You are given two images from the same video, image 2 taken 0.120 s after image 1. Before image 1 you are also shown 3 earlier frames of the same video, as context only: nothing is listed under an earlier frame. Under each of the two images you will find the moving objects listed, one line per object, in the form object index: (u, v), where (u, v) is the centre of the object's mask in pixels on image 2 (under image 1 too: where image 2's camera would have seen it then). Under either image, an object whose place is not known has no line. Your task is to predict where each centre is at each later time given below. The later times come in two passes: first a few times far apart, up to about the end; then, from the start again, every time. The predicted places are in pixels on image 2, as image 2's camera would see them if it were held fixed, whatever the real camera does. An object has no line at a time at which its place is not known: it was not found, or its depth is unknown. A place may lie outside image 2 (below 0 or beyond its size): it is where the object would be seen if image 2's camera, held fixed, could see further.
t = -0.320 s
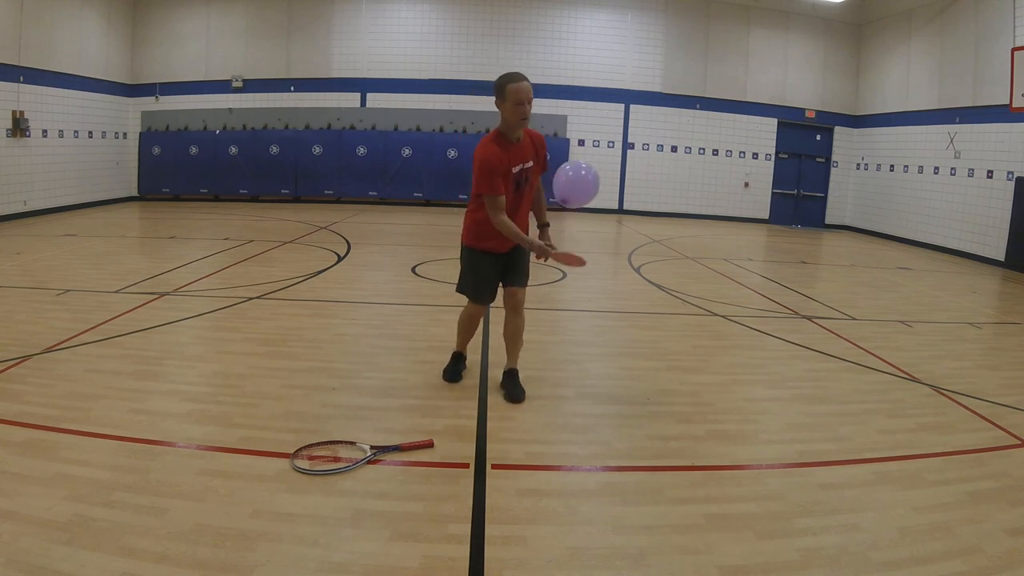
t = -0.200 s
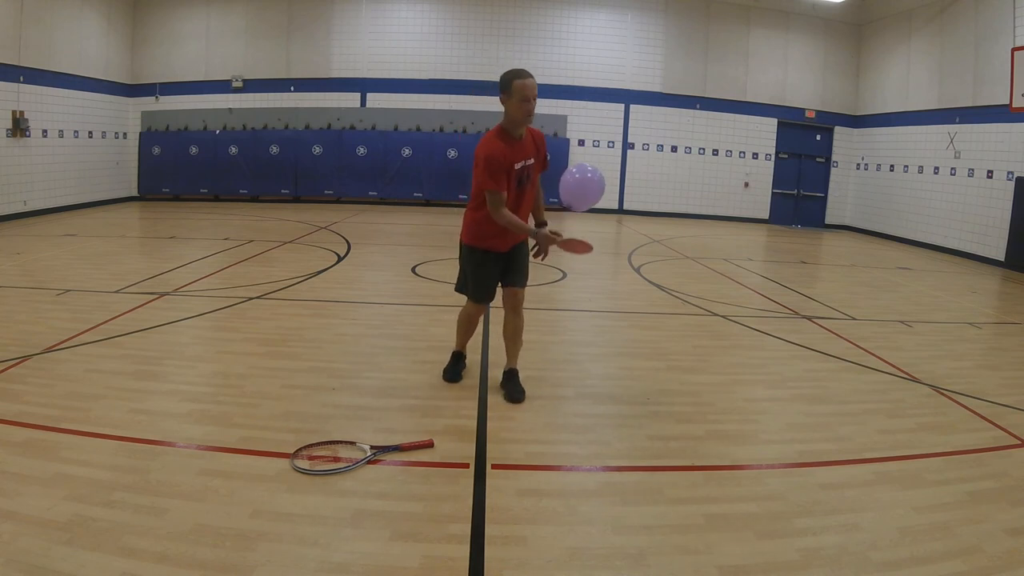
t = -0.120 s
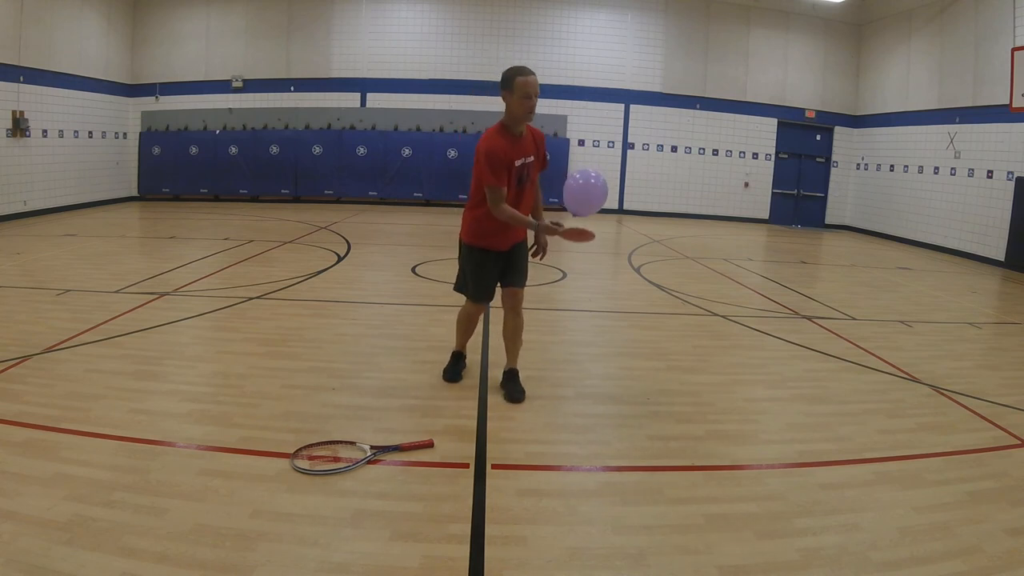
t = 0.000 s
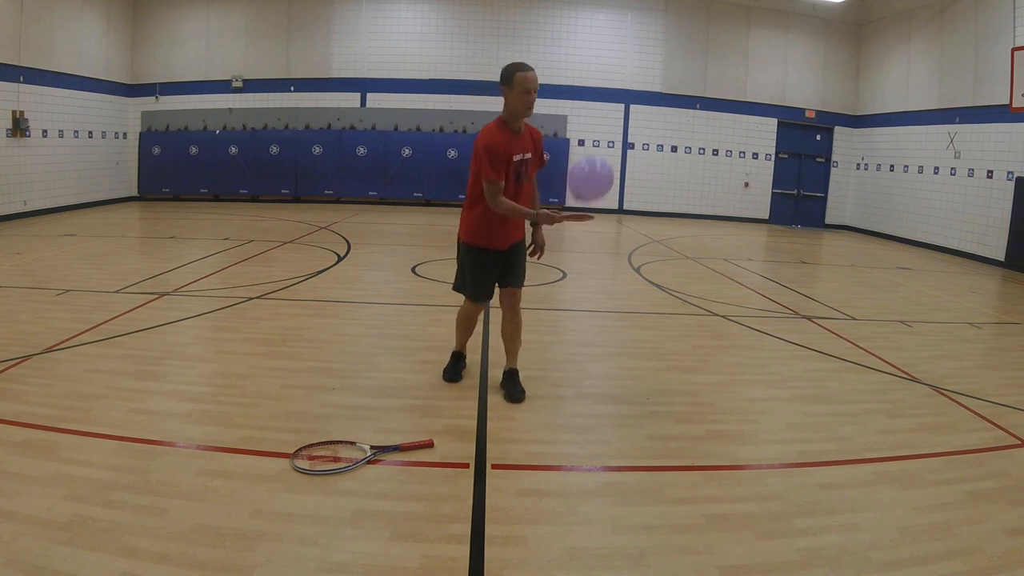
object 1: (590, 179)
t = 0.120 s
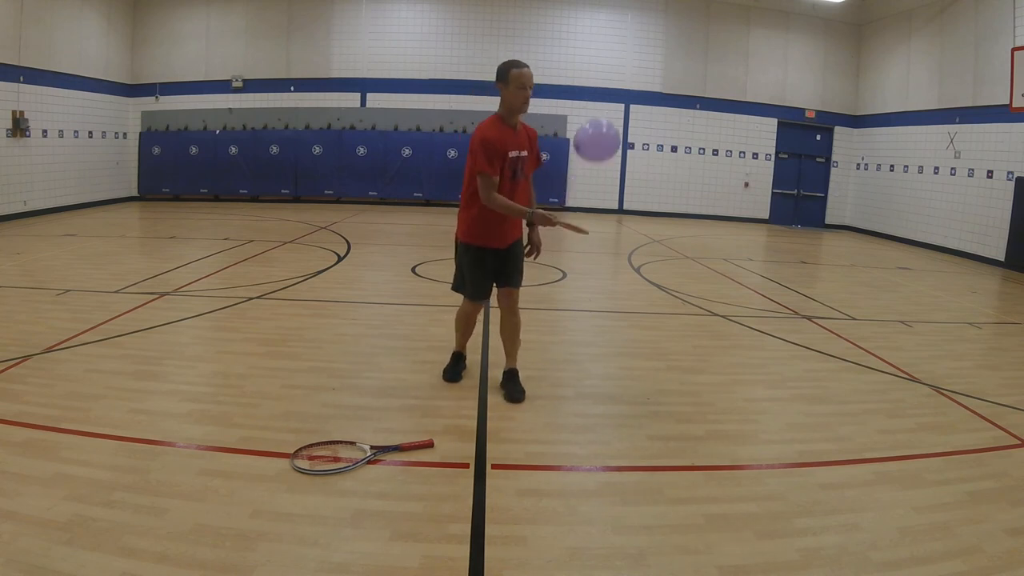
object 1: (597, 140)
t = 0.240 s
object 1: (602, 112)
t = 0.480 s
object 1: (606, 89)
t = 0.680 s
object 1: (607, 91)
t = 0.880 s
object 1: (606, 110)
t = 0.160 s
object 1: (598, 130)
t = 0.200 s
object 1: (600, 121)
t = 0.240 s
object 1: (602, 112)
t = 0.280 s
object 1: (603, 106)
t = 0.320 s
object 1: (604, 101)
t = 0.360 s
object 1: (604, 97)
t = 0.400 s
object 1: (605, 93)
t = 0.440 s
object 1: (606, 90)
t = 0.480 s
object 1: (606, 89)
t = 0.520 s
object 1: (606, 88)
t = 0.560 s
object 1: (607, 88)
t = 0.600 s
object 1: (607, 88)
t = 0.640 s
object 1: (607, 89)
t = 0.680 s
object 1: (607, 91)
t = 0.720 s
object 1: (606, 93)
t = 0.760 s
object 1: (606, 97)
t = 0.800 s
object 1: (606, 100)
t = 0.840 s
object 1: (606, 105)
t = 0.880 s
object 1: (606, 110)
